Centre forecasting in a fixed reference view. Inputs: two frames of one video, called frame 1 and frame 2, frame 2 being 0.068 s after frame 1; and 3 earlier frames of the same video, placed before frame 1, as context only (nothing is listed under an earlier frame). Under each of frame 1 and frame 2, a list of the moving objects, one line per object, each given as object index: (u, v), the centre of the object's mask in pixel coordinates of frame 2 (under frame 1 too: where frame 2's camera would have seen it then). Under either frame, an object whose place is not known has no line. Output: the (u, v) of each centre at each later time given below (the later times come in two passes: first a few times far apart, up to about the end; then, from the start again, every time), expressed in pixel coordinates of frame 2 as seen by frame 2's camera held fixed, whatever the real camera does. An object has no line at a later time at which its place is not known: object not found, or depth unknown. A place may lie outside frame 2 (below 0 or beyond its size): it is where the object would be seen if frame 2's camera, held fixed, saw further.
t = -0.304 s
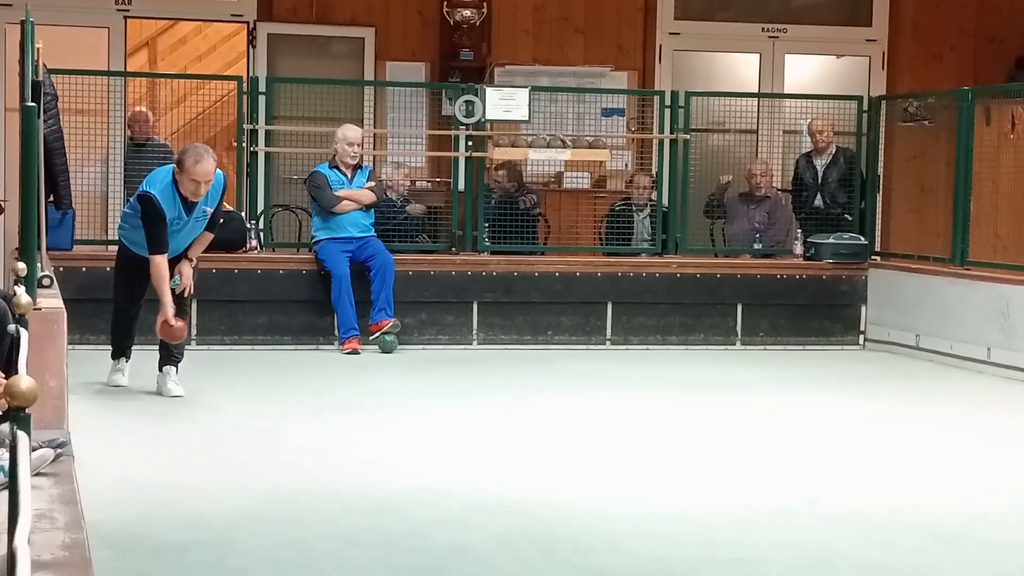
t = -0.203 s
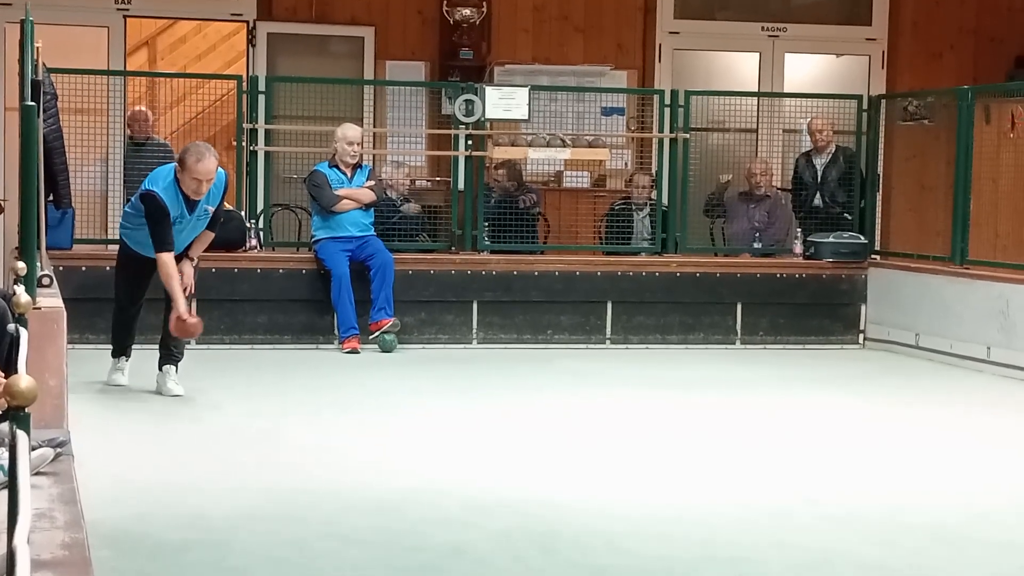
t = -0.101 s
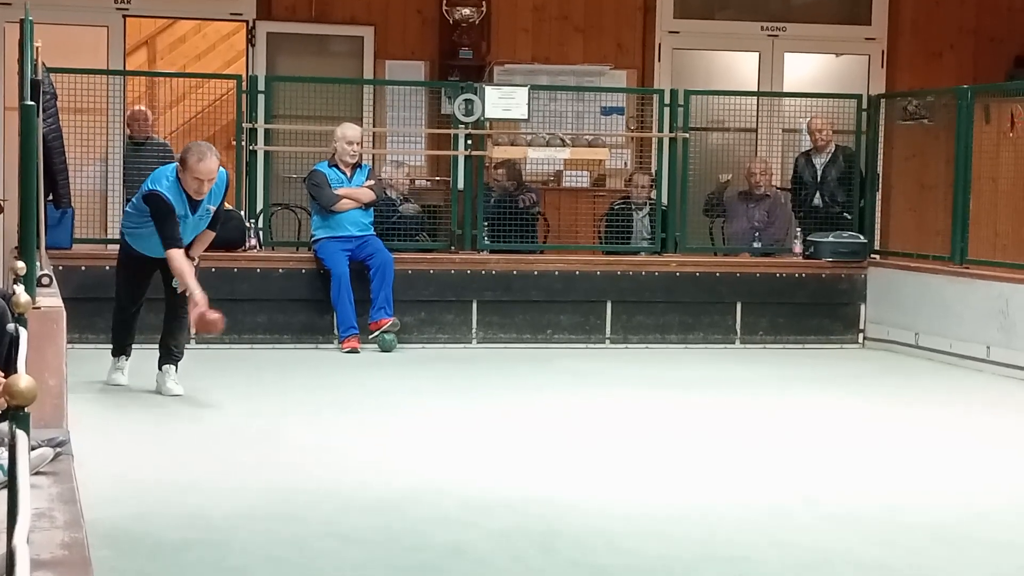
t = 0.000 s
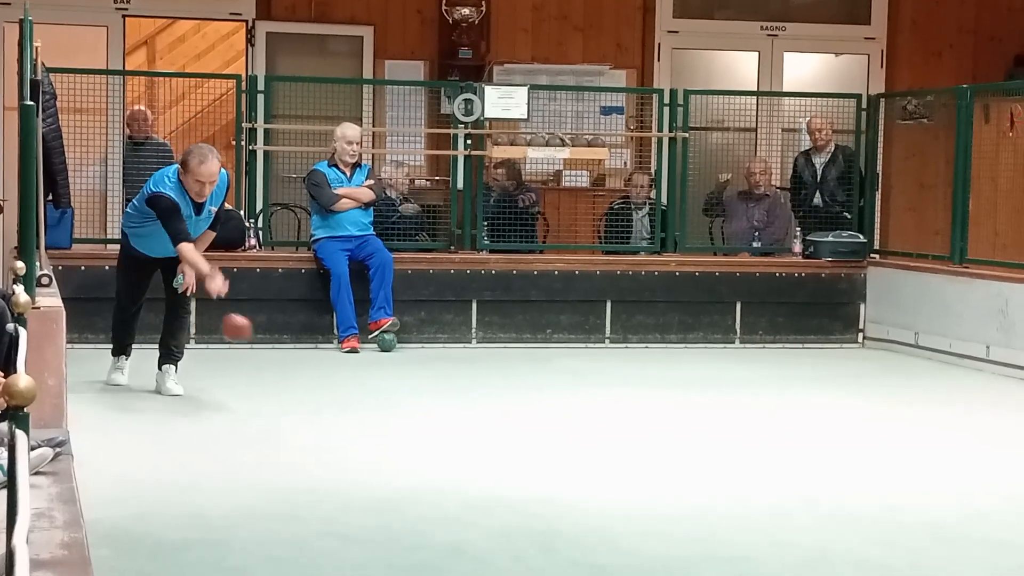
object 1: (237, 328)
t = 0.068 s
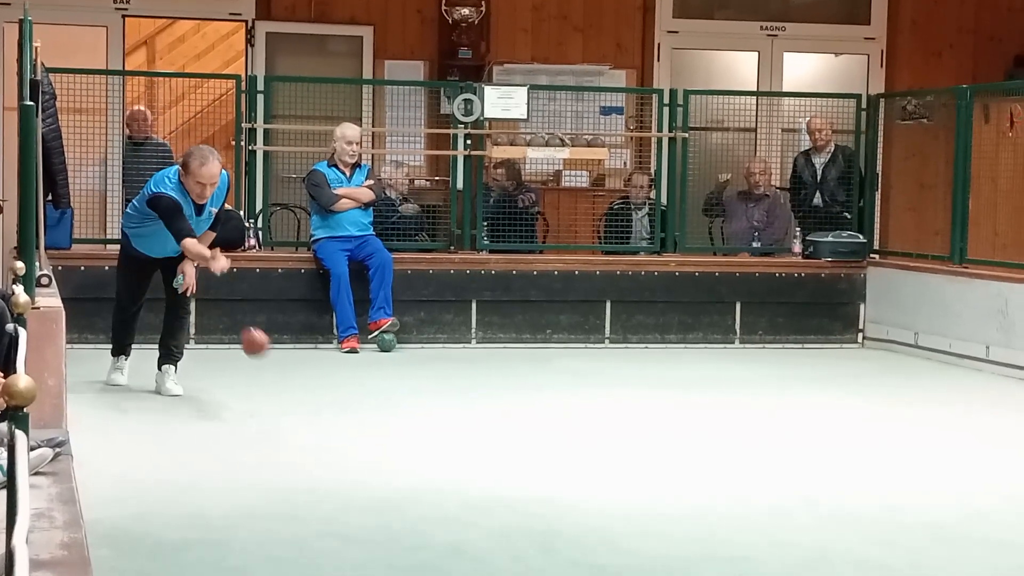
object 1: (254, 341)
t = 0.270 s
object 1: (312, 406)
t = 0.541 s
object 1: (382, 432)
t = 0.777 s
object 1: (451, 448)
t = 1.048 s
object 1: (540, 468)
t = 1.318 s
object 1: (638, 491)
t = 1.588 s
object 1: (749, 518)
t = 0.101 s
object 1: (265, 354)
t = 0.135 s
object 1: (275, 369)
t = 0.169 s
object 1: (285, 387)
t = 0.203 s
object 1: (296, 406)
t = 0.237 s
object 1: (304, 409)
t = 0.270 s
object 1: (312, 406)
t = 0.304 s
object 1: (320, 406)
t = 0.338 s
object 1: (328, 408)
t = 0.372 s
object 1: (336, 412)
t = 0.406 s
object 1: (344, 420)
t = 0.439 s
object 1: (353, 424)
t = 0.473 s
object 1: (363, 425)
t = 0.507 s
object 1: (372, 429)
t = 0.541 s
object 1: (382, 432)
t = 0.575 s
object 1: (391, 434)
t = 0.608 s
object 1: (401, 436)
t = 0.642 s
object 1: (411, 438)
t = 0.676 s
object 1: (421, 441)
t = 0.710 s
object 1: (431, 443)
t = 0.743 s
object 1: (441, 445)
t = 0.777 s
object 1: (451, 448)
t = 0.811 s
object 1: (462, 450)
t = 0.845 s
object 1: (473, 453)
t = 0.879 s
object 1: (484, 455)
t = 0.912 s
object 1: (495, 458)
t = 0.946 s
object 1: (506, 460)
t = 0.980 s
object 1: (517, 463)
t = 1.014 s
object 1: (528, 466)
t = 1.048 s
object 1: (540, 468)
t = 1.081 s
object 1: (552, 471)
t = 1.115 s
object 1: (564, 474)
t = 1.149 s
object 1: (576, 476)
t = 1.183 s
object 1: (588, 479)
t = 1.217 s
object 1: (600, 482)
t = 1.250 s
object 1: (612, 485)
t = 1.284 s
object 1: (625, 488)
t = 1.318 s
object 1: (638, 491)
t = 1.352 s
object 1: (652, 494)
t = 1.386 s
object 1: (665, 498)
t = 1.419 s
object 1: (679, 501)
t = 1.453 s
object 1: (692, 504)
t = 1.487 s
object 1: (706, 508)
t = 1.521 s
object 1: (720, 511)
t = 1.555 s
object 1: (735, 515)
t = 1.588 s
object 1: (749, 518)
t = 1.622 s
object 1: (764, 522)
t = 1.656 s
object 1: (778, 526)
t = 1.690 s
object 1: (792, 529)
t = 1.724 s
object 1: (806, 532)
